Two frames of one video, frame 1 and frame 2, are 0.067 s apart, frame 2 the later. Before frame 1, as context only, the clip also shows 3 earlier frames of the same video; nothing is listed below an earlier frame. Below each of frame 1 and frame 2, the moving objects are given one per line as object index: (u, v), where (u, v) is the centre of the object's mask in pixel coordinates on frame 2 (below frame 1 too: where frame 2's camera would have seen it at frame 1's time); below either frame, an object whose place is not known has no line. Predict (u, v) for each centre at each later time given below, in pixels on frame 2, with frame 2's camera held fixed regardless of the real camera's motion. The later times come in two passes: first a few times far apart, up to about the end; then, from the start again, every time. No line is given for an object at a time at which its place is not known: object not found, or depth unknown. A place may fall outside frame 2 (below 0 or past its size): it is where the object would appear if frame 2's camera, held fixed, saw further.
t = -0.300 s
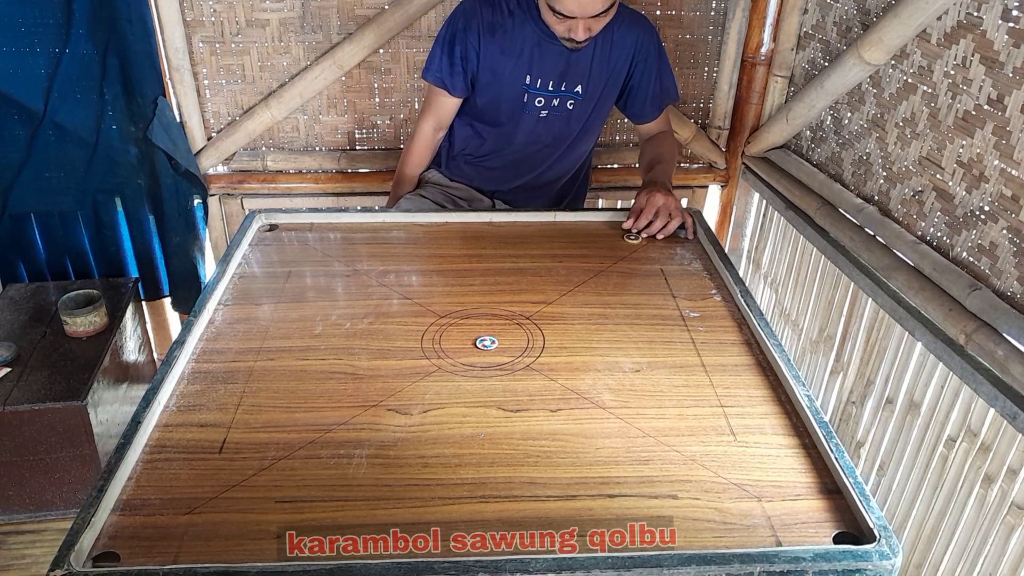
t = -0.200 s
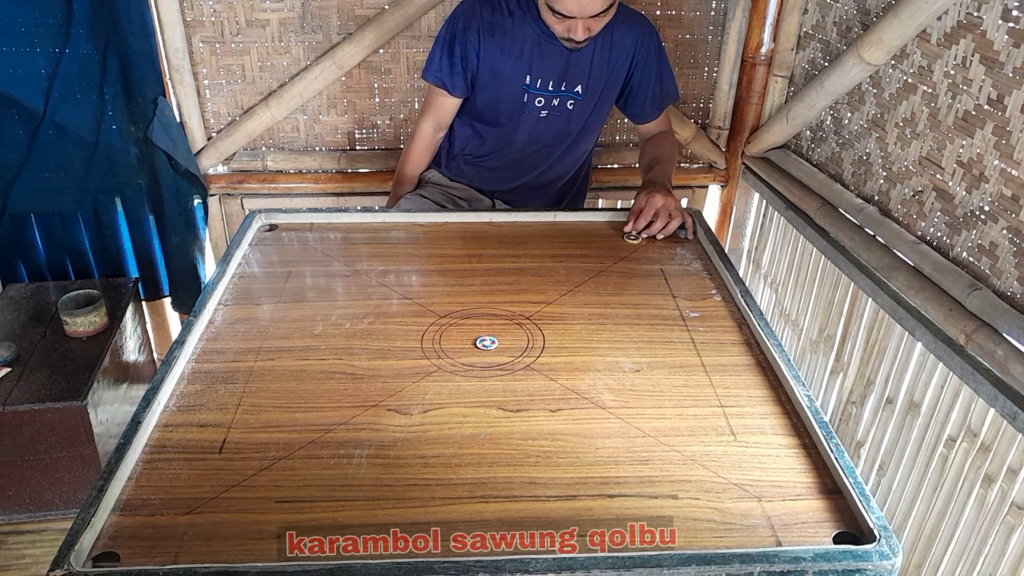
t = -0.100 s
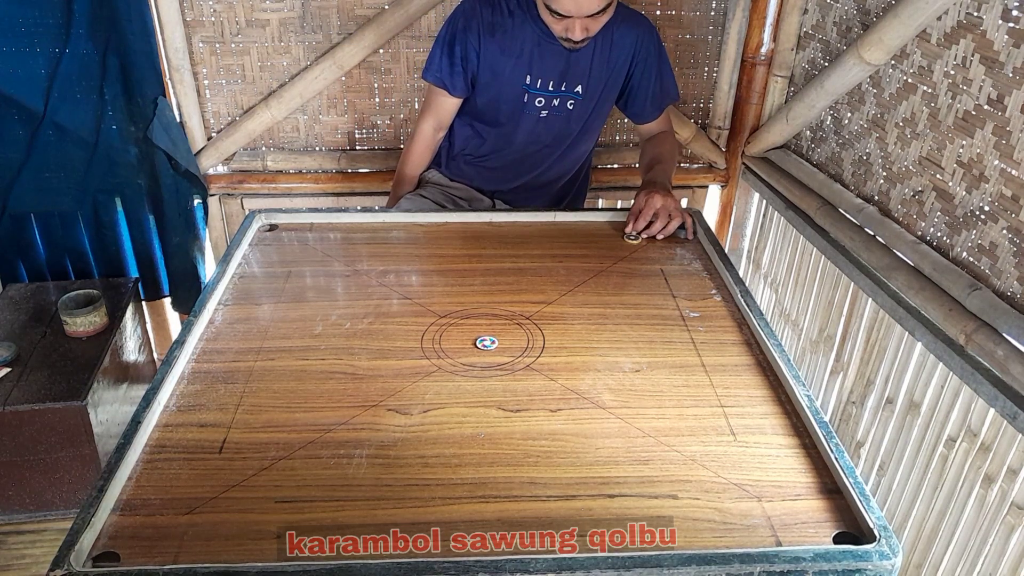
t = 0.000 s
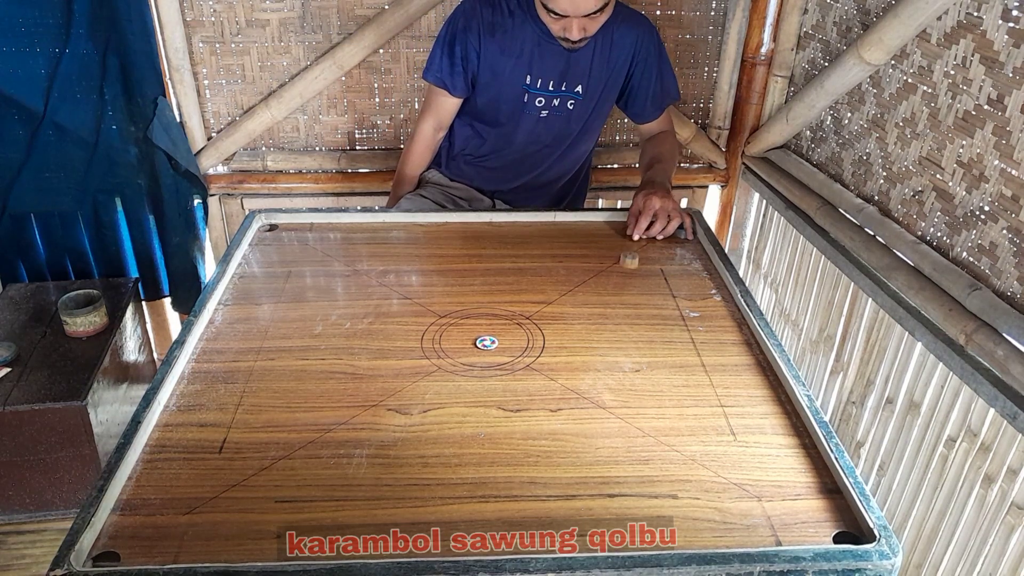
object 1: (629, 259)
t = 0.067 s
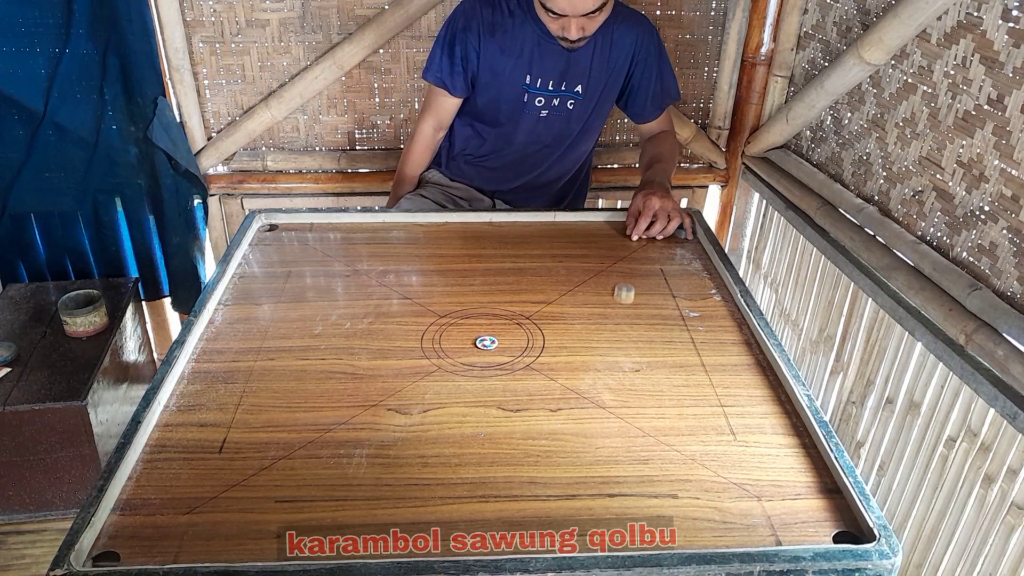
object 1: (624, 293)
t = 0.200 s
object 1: (612, 379)
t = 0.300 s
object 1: (599, 468)
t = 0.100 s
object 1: (621, 312)
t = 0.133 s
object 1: (619, 332)
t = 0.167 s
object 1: (615, 356)
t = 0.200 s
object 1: (612, 379)
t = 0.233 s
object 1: (608, 405)
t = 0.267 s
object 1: (604, 434)
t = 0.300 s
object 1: (599, 468)
